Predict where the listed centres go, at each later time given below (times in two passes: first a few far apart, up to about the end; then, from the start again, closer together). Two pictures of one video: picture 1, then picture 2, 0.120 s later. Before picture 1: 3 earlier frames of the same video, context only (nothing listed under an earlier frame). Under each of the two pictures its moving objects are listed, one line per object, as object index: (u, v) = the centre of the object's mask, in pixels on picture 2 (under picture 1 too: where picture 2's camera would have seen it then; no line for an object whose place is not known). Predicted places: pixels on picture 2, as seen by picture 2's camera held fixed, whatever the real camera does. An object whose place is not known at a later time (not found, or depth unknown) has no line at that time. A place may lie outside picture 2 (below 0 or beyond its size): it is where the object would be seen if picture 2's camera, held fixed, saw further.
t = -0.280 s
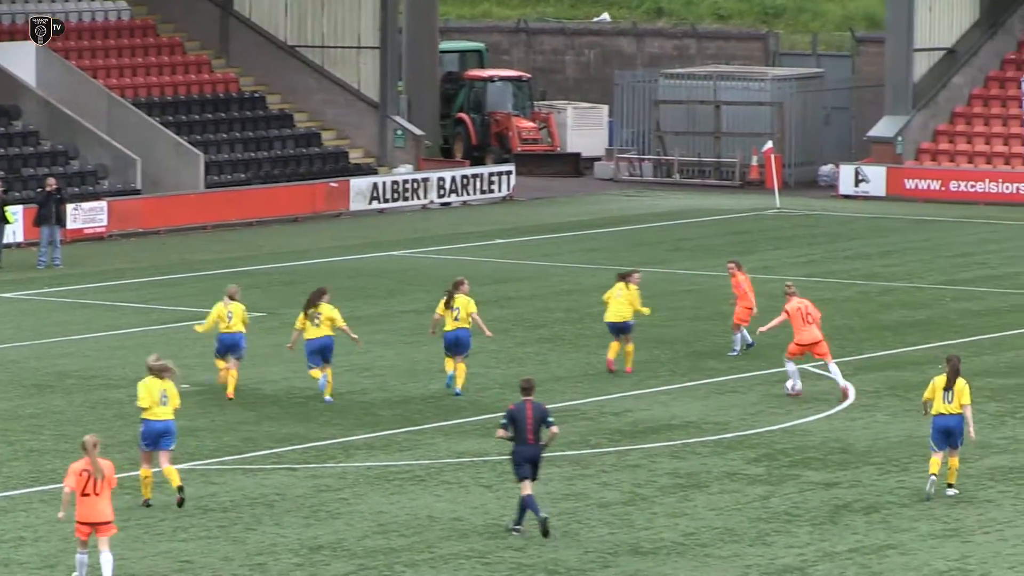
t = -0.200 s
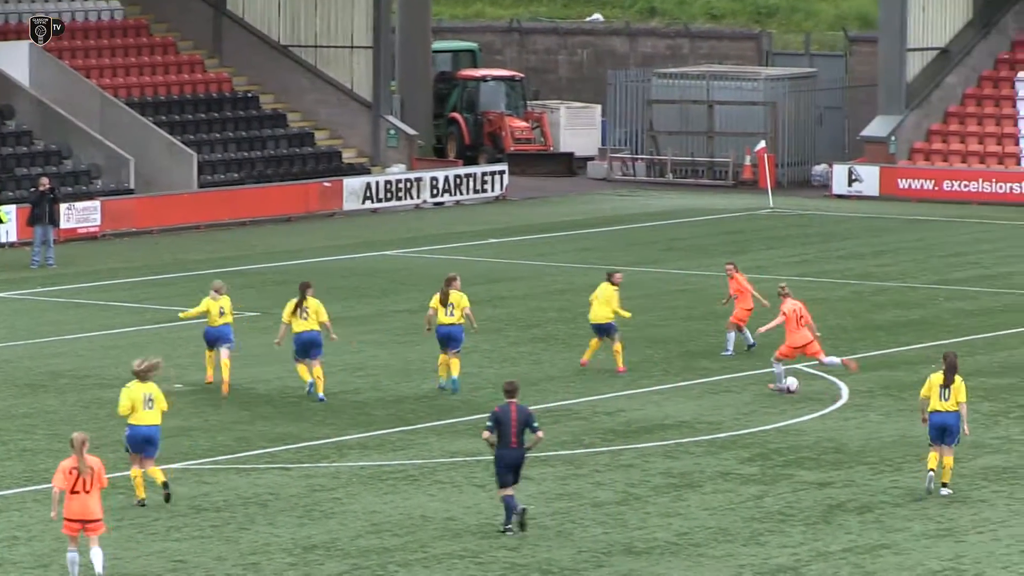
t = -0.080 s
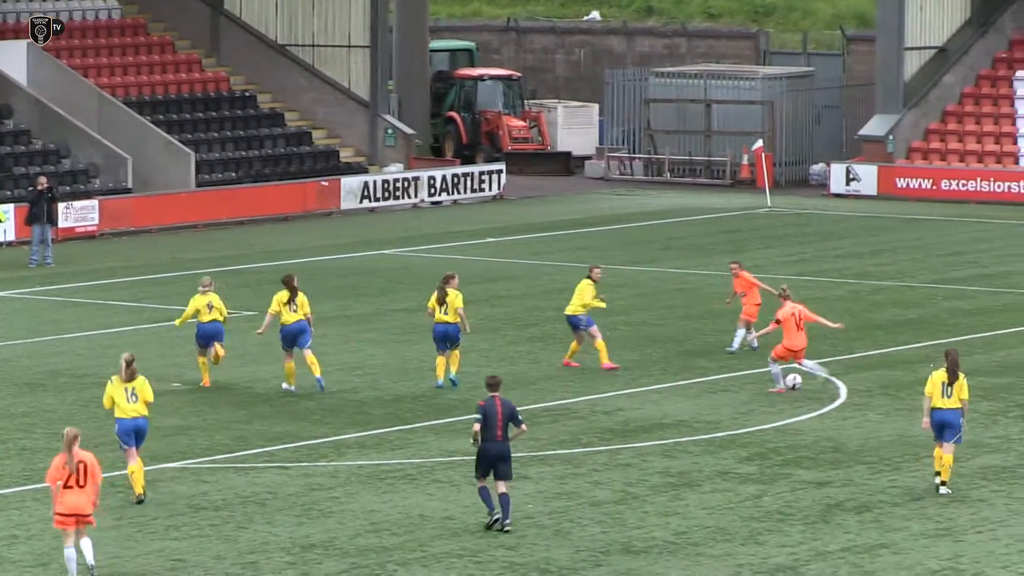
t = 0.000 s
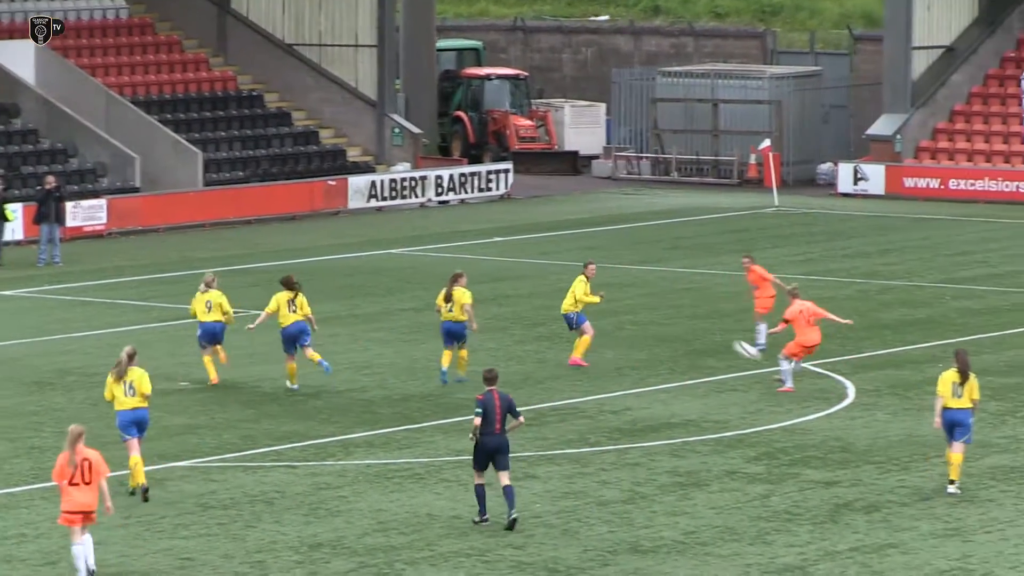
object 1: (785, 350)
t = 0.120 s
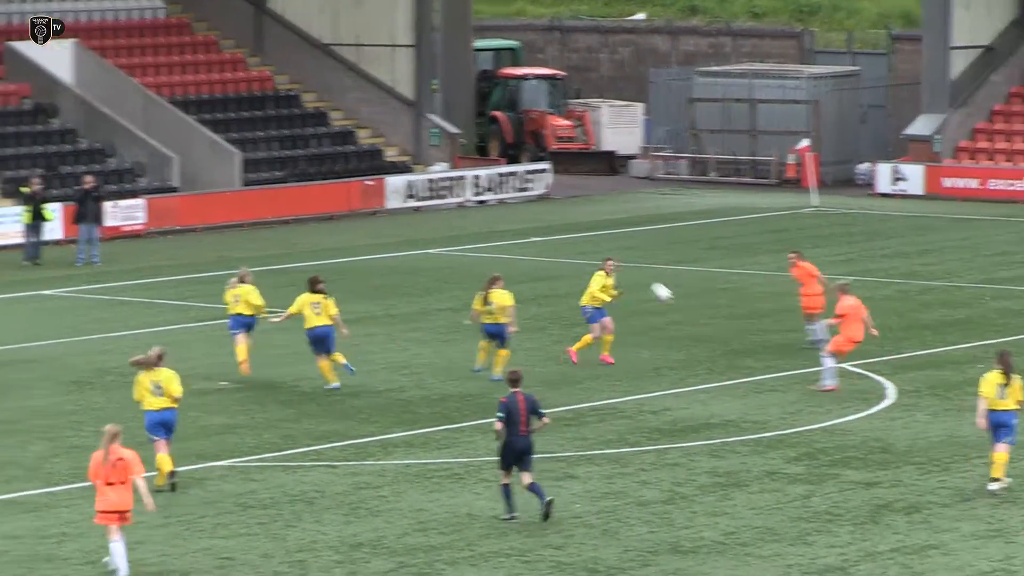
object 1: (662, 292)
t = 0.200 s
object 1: (582, 258)
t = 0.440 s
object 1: (362, 178)
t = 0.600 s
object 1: (228, 143)
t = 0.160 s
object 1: (622, 274)
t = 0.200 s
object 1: (582, 258)
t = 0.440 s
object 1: (362, 178)
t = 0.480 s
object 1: (328, 169)
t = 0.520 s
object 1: (295, 160)
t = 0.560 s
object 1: (261, 151)
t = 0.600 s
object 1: (228, 143)
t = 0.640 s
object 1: (194, 137)
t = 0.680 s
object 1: (167, 130)
